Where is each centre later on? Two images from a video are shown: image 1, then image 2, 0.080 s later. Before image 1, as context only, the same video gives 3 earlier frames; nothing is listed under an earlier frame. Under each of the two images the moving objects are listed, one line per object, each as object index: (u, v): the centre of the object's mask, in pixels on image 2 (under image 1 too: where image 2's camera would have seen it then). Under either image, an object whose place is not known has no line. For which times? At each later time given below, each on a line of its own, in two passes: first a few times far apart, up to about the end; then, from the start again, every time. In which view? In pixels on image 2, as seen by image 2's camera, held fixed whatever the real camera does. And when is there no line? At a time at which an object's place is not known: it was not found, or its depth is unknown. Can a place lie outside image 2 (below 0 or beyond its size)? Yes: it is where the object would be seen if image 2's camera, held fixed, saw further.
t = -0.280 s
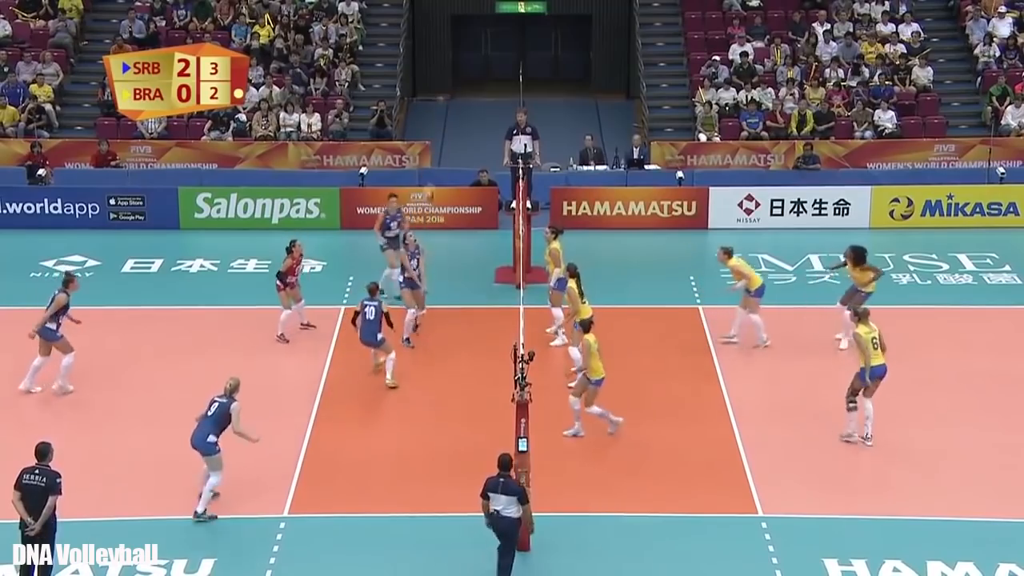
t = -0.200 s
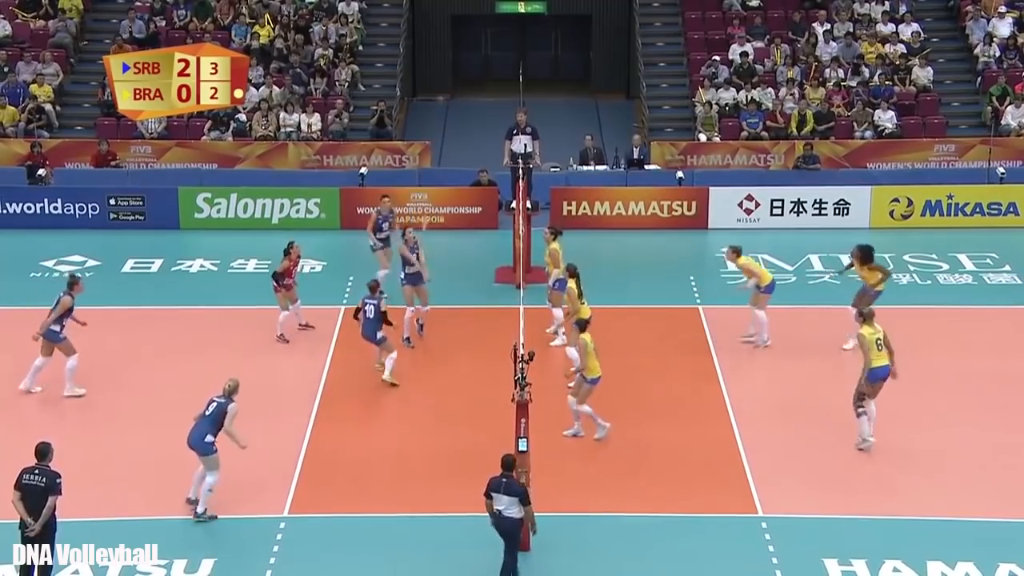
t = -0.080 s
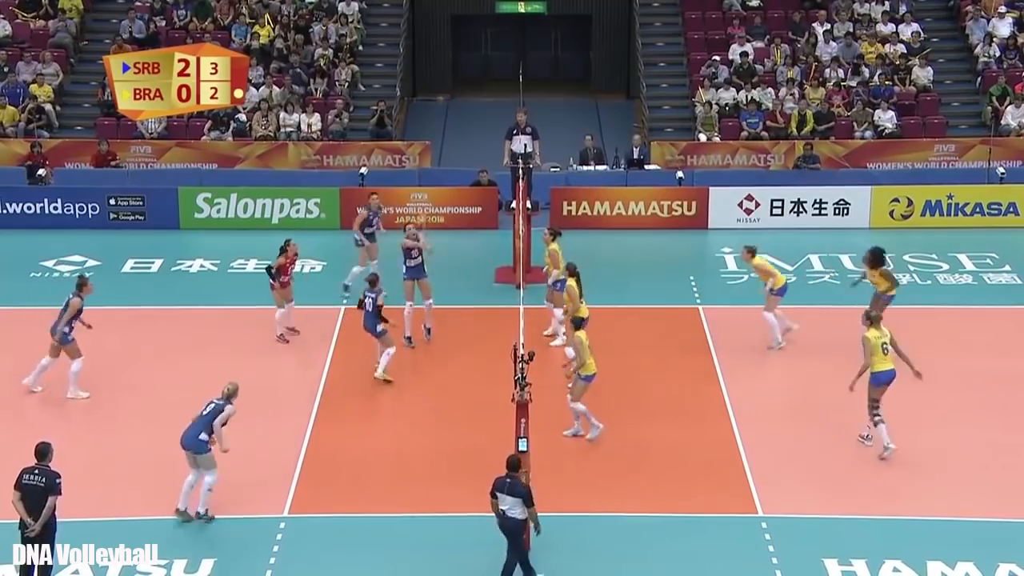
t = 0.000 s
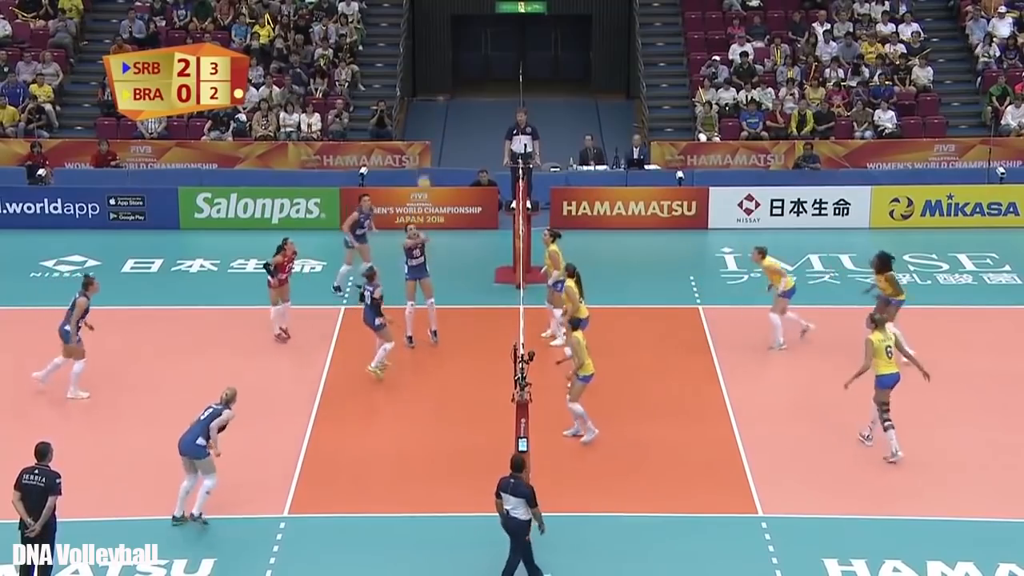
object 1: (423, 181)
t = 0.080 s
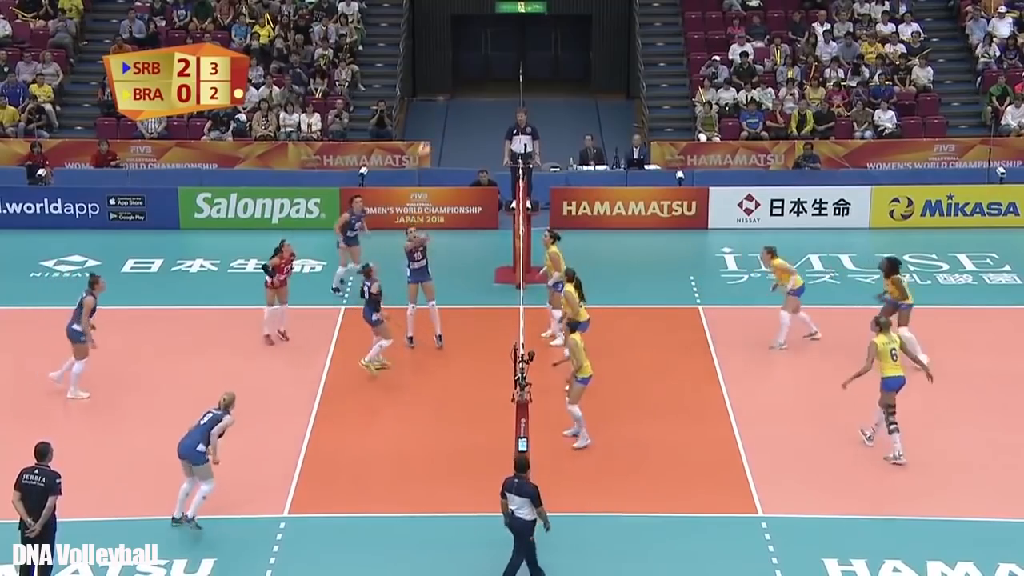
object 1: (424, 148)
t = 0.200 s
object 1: (424, 109)
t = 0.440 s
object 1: (424, 54)
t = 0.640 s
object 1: (425, 39)
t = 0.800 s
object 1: (426, 47)
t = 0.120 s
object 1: (424, 134)
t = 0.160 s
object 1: (424, 122)
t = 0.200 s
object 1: (424, 109)
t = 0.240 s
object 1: (424, 98)
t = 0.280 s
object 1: (424, 87)
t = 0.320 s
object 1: (423, 78)
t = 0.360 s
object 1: (424, 69)
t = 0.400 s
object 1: (424, 61)
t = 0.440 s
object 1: (424, 54)
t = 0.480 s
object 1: (424, 49)
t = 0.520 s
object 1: (424, 45)
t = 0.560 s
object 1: (425, 42)
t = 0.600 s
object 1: (425, 40)
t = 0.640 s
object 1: (425, 39)
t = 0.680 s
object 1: (425, 39)
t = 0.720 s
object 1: (426, 41)
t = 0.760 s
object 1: (426, 43)
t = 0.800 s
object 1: (426, 47)
